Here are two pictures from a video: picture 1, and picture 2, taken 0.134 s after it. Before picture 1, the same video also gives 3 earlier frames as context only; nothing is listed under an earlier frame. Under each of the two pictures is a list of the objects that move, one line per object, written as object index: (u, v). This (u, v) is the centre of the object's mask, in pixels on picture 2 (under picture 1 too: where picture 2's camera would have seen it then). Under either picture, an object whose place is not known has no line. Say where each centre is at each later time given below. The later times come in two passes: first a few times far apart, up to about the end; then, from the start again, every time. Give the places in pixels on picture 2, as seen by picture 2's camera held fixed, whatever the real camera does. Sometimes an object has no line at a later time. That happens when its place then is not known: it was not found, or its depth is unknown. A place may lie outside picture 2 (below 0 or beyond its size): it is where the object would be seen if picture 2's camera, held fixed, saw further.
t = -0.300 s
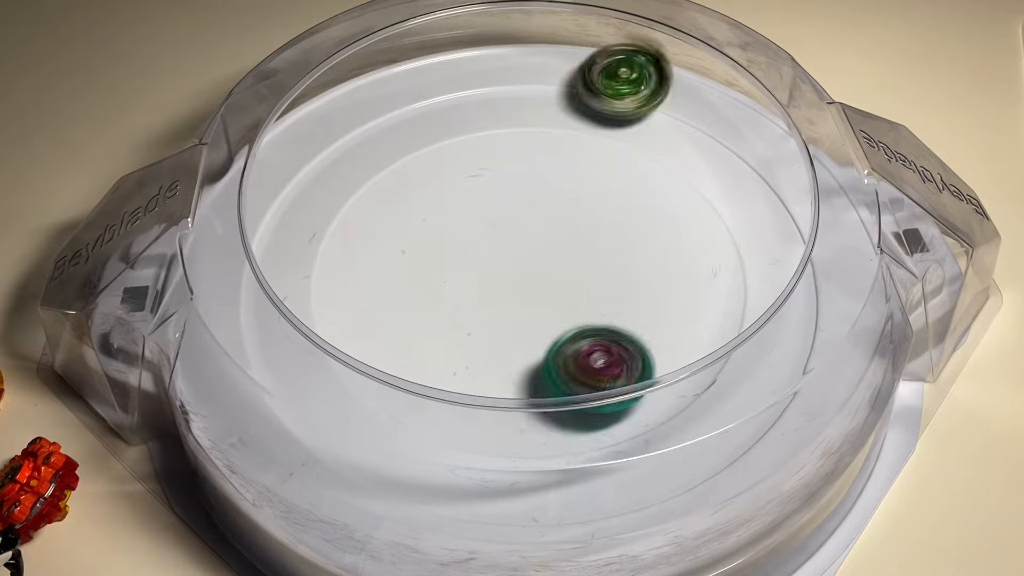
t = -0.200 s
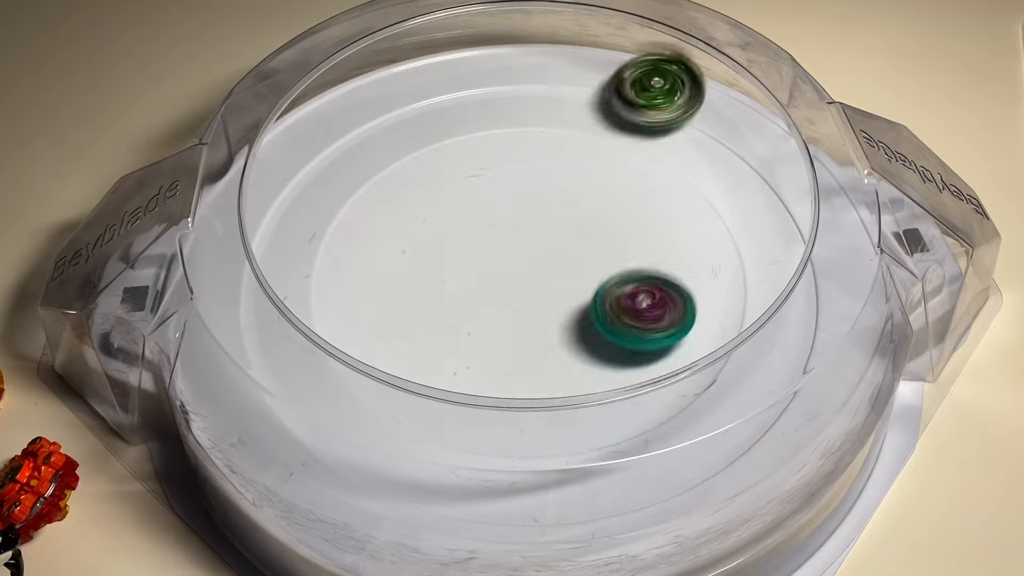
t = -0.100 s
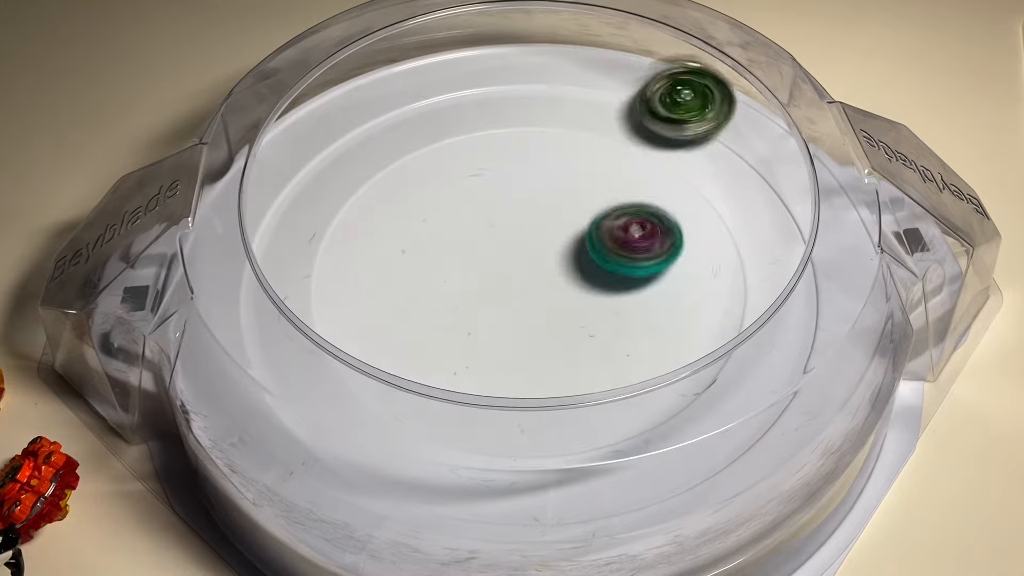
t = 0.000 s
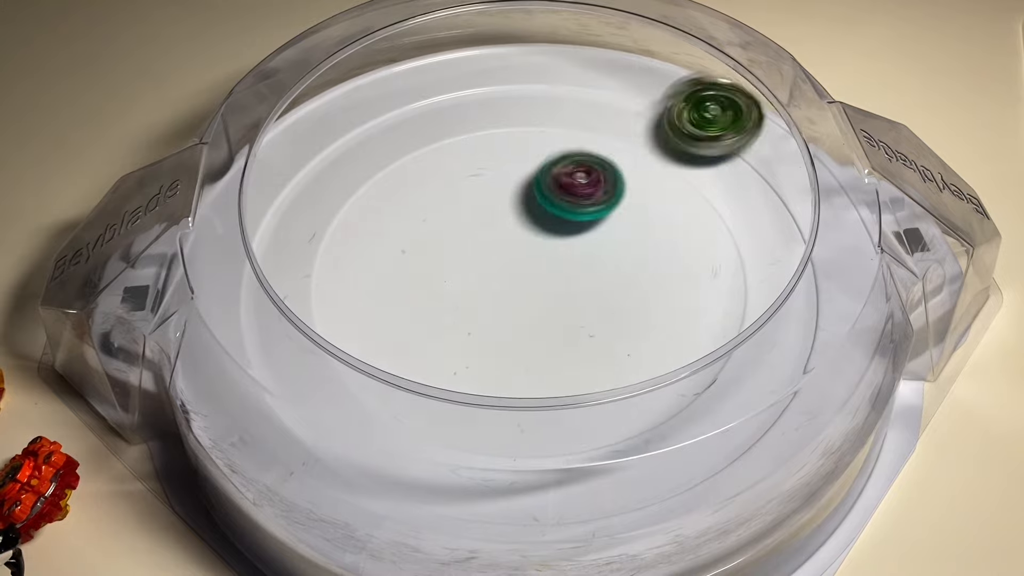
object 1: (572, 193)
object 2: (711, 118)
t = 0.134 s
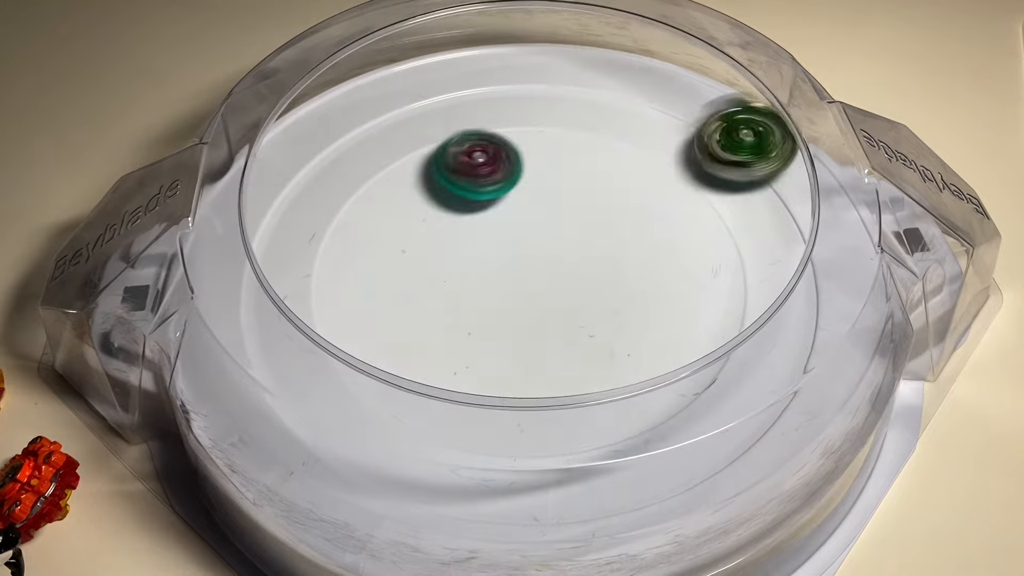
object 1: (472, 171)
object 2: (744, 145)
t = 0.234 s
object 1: (411, 189)
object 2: (757, 165)
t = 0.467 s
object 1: (380, 298)
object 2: (798, 220)
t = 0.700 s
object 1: (562, 334)
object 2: (807, 275)
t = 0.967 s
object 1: (597, 191)
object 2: (775, 320)
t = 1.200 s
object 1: (478, 194)
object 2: (706, 341)
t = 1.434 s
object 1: (470, 312)
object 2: (601, 284)
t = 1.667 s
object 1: (604, 320)
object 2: (534, 228)
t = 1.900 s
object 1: (596, 243)
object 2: (516, 175)
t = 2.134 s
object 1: (530, 269)
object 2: (480, 132)
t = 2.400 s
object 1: (488, 316)
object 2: (490, 224)
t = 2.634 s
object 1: (474, 422)
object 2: (538, 234)
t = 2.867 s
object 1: (510, 368)
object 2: (561, 275)
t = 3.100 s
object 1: (361, 340)
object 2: (659, 194)
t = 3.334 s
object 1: (362, 273)
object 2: (653, 212)
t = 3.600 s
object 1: (508, 192)
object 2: (555, 278)
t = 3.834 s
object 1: (554, 188)
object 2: (538, 380)
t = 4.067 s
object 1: (524, 294)
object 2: (581, 349)
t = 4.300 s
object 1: (493, 233)
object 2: (568, 339)
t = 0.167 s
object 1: (448, 174)
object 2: (749, 151)
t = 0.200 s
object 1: (428, 180)
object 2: (753, 158)
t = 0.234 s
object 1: (411, 189)
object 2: (757, 165)
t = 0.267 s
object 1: (395, 200)
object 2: (764, 171)
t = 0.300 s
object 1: (382, 213)
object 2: (768, 182)
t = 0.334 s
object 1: (373, 228)
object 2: (769, 192)
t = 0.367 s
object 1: (367, 244)
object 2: (772, 195)
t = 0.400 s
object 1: (366, 262)
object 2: (787, 204)
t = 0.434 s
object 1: (371, 280)
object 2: (795, 212)
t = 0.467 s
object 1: (380, 298)
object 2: (798, 220)
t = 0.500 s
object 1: (397, 315)
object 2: (797, 227)
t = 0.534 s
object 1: (420, 329)
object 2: (802, 233)
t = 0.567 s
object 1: (445, 339)
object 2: (804, 244)
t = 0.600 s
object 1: (475, 346)
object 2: (805, 251)
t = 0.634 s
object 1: (505, 347)
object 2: (802, 258)
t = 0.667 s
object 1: (534, 343)
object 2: (806, 267)
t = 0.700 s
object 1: (562, 334)
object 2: (807, 275)
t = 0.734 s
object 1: (586, 318)
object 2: (807, 283)
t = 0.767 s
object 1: (604, 301)
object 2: (804, 289)
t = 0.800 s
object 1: (618, 281)
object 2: (800, 295)
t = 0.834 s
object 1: (624, 259)
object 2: (797, 299)
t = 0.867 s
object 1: (624, 239)
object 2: (796, 305)
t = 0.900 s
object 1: (619, 221)
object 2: (791, 311)
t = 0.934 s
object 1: (610, 204)
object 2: (783, 316)
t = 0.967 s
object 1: (597, 191)
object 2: (775, 320)
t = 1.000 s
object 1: (583, 180)
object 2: (769, 324)
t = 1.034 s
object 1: (565, 174)
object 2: (762, 330)
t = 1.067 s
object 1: (547, 171)
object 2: (754, 336)
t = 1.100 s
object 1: (527, 172)
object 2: (738, 336)
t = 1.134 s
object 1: (509, 176)
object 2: (728, 340)
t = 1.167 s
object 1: (493, 184)
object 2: (717, 342)
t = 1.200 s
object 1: (478, 194)
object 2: (706, 341)
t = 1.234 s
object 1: (467, 208)
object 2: (687, 329)
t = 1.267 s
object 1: (458, 222)
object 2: (676, 326)
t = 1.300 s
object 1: (451, 239)
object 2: (659, 321)
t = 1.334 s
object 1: (449, 257)
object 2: (645, 310)
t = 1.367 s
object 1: (450, 276)
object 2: (630, 302)
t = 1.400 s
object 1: (457, 295)
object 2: (616, 292)
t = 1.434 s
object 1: (470, 312)
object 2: (601, 284)
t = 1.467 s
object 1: (486, 327)
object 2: (586, 276)
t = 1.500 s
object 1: (507, 336)
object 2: (572, 267)
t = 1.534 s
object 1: (528, 342)
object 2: (563, 259)
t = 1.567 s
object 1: (552, 343)
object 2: (558, 252)
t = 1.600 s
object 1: (573, 338)
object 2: (551, 245)
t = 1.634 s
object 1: (590, 330)
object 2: (542, 237)
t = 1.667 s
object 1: (604, 320)
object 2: (534, 228)
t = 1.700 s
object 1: (613, 310)
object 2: (529, 218)
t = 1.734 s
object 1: (619, 298)
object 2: (525, 211)
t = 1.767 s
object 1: (621, 287)
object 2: (523, 204)
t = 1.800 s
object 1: (621, 275)
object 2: (517, 197)
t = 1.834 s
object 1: (616, 263)
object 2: (514, 190)
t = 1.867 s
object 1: (607, 253)
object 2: (510, 183)
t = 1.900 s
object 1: (596, 243)
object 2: (516, 175)
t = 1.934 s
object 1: (580, 235)
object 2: (515, 170)
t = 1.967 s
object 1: (574, 238)
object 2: (508, 157)
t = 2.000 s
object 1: (566, 243)
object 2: (502, 146)
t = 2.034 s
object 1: (558, 250)
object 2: (496, 140)
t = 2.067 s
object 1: (549, 256)
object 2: (491, 135)
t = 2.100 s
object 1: (540, 263)
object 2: (485, 132)
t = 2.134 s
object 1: (530, 269)
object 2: (480, 132)
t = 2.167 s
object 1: (522, 276)
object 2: (479, 137)
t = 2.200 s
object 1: (514, 282)
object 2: (479, 145)
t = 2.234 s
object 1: (507, 289)
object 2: (481, 157)
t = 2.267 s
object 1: (501, 295)
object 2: (483, 169)
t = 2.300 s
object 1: (496, 301)
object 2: (485, 183)
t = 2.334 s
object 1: (493, 306)
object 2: (488, 197)
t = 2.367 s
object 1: (490, 311)
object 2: (490, 211)
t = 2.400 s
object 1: (488, 316)
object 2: (490, 224)
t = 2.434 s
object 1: (487, 320)
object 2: (492, 234)
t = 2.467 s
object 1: (480, 341)
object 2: (503, 226)
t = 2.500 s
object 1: (478, 358)
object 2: (512, 219)
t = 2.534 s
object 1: (472, 382)
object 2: (517, 220)
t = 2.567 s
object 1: (472, 395)
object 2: (527, 222)
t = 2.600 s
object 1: (472, 413)
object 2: (531, 228)
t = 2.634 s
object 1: (474, 422)
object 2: (538, 234)
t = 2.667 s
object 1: (477, 428)
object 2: (542, 241)
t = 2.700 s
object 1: (481, 428)
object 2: (547, 246)
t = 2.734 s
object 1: (486, 424)
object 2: (551, 253)
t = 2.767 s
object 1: (491, 415)
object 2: (554, 258)
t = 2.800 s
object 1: (496, 405)
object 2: (558, 264)
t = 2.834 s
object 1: (499, 392)
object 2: (559, 270)
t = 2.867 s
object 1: (510, 368)
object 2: (561, 275)
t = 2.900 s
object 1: (507, 361)
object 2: (562, 281)
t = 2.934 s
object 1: (483, 360)
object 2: (587, 271)
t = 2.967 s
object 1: (453, 357)
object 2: (609, 247)
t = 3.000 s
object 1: (425, 354)
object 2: (629, 224)
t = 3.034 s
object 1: (390, 363)
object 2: (644, 208)
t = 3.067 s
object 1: (378, 349)
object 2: (653, 199)
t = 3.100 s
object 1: (361, 340)
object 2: (659, 194)
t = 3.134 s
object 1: (350, 330)
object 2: (661, 195)
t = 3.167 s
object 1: (347, 319)
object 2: (662, 195)
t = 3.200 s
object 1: (343, 311)
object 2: (662, 196)
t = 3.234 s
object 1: (342, 304)
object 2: (663, 196)
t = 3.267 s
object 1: (342, 296)
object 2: (660, 199)
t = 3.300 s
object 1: (357, 280)
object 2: (656, 207)
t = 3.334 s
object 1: (362, 273)
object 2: (653, 212)
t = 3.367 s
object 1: (377, 262)
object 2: (646, 217)
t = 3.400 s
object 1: (402, 246)
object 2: (637, 222)
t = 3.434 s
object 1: (413, 243)
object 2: (625, 229)
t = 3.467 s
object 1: (434, 234)
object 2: (614, 232)
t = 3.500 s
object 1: (454, 226)
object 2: (604, 237)
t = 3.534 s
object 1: (477, 218)
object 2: (586, 243)
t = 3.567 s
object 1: (496, 209)
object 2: (564, 260)
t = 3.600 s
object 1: (508, 192)
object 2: (555, 278)
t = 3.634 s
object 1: (519, 178)
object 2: (538, 309)
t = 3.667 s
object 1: (529, 169)
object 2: (529, 323)
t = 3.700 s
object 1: (538, 165)
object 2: (524, 347)
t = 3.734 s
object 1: (545, 166)
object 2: (521, 354)
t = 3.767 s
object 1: (550, 170)
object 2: (523, 360)
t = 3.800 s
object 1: (553, 178)
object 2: (531, 362)
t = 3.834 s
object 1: (554, 188)
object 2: (538, 380)
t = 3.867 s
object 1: (554, 201)
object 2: (544, 378)
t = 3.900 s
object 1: (552, 215)
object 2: (551, 375)
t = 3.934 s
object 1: (550, 232)
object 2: (558, 371)
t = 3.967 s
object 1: (546, 249)
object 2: (565, 367)
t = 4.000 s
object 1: (541, 267)
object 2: (571, 355)
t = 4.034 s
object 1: (532, 280)
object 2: (577, 352)
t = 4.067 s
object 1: (524, 294)
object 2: (581, 349)
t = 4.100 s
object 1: (516, 302)
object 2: (582, 342)
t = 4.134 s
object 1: (510, 295)
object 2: (587, 344)
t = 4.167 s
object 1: (502, 291)
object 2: (586, 343)
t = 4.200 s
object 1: (494, 277)
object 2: (582, 342)
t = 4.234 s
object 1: (490, 262)
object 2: (577, 341)
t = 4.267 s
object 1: (490, 247)
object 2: (573, 340)
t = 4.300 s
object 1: (493, 233)
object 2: (568, 339)
